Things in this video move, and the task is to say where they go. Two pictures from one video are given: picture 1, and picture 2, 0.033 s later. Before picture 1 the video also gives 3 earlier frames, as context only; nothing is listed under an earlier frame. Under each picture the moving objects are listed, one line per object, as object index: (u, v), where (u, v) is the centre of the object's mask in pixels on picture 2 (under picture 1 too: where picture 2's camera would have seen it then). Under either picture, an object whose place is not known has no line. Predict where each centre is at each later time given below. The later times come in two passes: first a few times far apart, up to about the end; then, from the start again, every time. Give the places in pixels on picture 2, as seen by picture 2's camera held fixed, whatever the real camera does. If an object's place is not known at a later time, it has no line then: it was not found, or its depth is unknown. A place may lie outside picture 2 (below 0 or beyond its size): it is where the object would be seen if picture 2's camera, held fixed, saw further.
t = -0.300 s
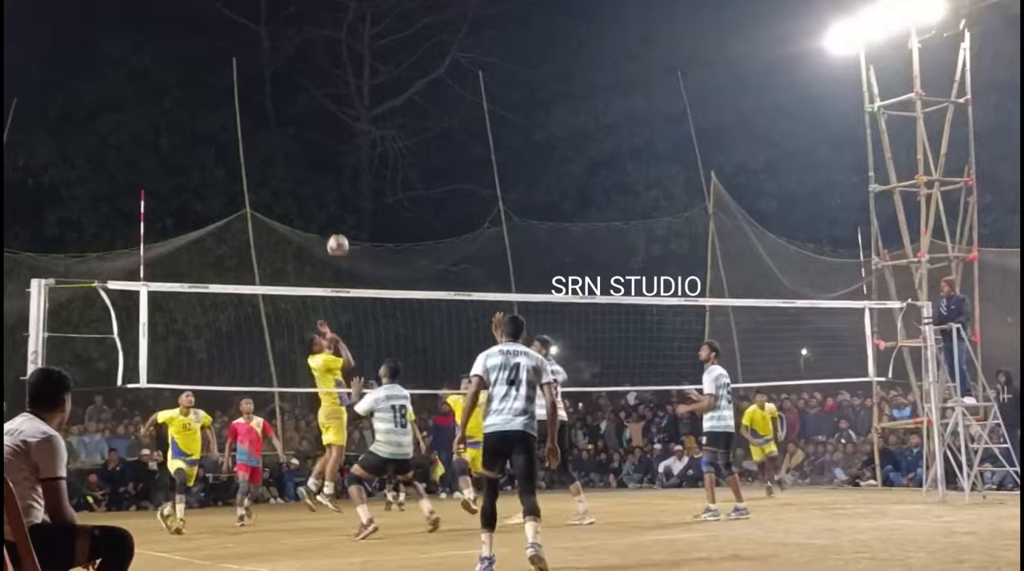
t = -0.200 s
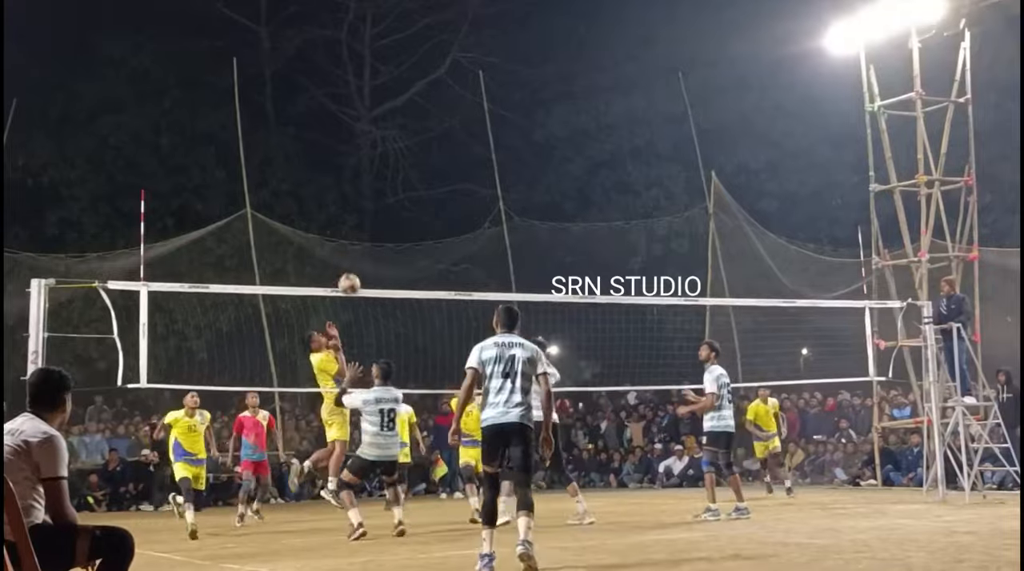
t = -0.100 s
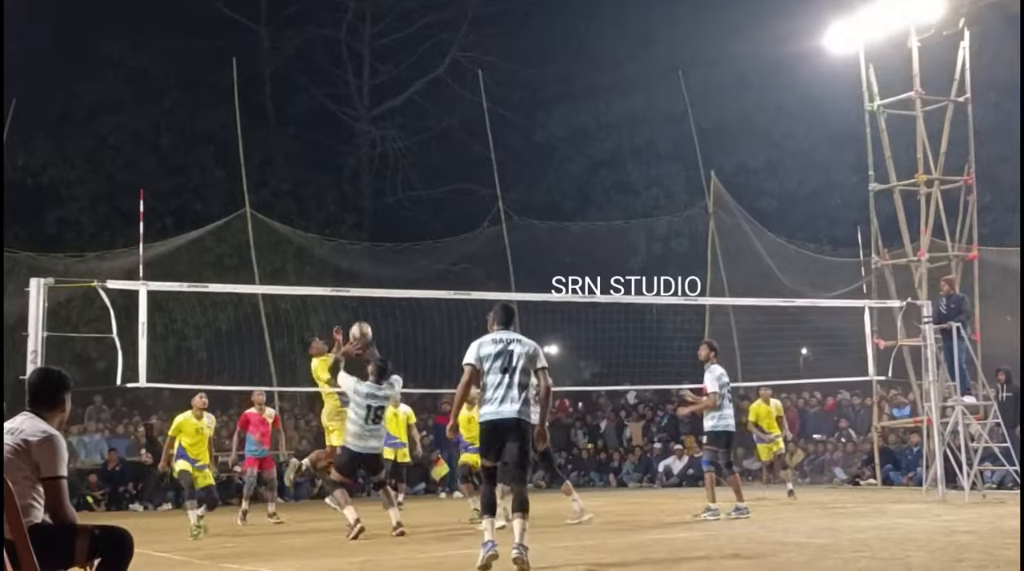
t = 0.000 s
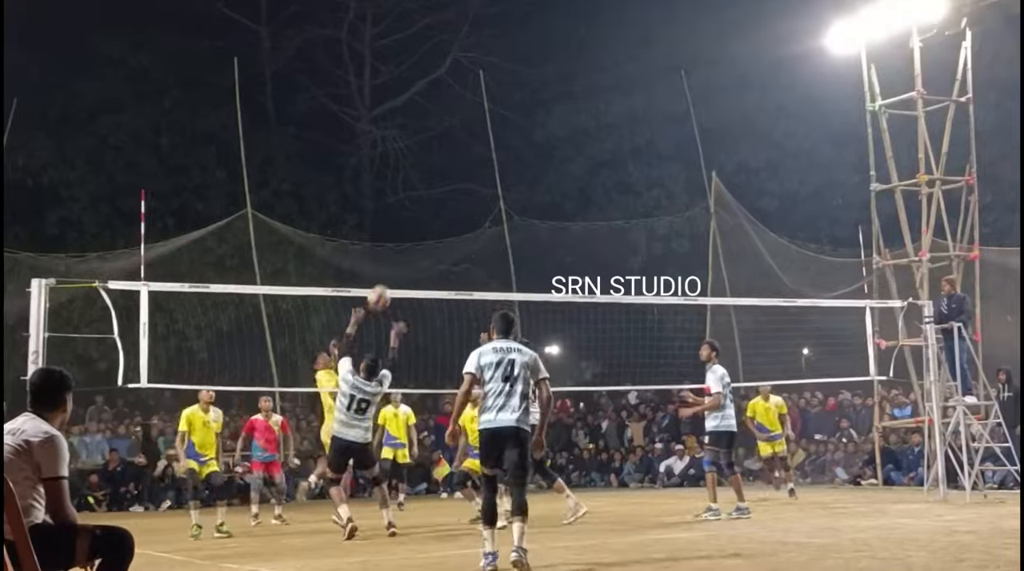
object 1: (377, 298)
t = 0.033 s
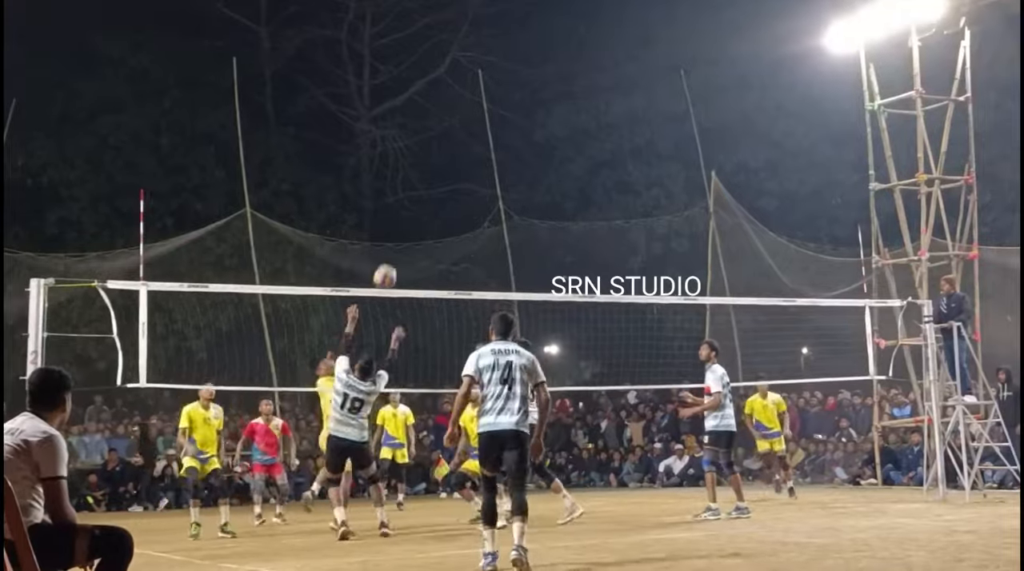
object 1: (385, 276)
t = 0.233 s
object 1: (424, 183)
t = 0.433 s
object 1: (464, 130)
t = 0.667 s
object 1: (514, 120)
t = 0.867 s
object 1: (558, 156)
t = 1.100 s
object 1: (610, 251)
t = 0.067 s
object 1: (391, 258)
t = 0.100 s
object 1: (397, 241)
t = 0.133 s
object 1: (404, 225)
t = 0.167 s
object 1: (411, 210)
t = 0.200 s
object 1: (417, 196)
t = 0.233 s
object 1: (424, 183)
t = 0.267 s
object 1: (430, 172)
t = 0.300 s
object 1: (437, 161)
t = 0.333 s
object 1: (444, 152)
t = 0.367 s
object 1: (451, 143)
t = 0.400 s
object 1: (457, 136)
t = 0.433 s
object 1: (464, 130)
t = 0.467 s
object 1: (471, 126)
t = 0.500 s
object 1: (478, 122)
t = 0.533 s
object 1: (485, 119)
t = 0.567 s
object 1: (492, 117)
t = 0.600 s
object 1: (499, 117)
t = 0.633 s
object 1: (506, 118)
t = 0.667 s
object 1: (514, 120)
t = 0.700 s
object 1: (521, 123)
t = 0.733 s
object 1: (528, 128)
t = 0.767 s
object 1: (535, 133)
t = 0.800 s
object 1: (542, 140)
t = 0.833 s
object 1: (550, 147)
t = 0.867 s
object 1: (558, 156)
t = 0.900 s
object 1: (565, 166)
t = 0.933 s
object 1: (572, 177)
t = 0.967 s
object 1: (580, 190)
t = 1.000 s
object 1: (588, 203)
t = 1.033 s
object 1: (595, 218)
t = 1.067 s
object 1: (603, 234)
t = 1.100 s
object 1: (610, 251)
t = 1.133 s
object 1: (618, 268)
